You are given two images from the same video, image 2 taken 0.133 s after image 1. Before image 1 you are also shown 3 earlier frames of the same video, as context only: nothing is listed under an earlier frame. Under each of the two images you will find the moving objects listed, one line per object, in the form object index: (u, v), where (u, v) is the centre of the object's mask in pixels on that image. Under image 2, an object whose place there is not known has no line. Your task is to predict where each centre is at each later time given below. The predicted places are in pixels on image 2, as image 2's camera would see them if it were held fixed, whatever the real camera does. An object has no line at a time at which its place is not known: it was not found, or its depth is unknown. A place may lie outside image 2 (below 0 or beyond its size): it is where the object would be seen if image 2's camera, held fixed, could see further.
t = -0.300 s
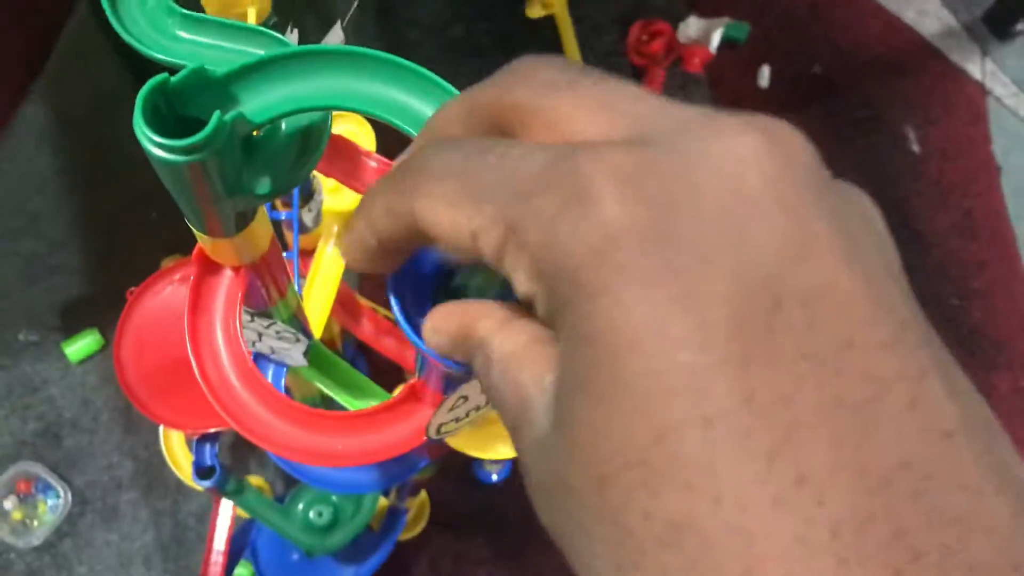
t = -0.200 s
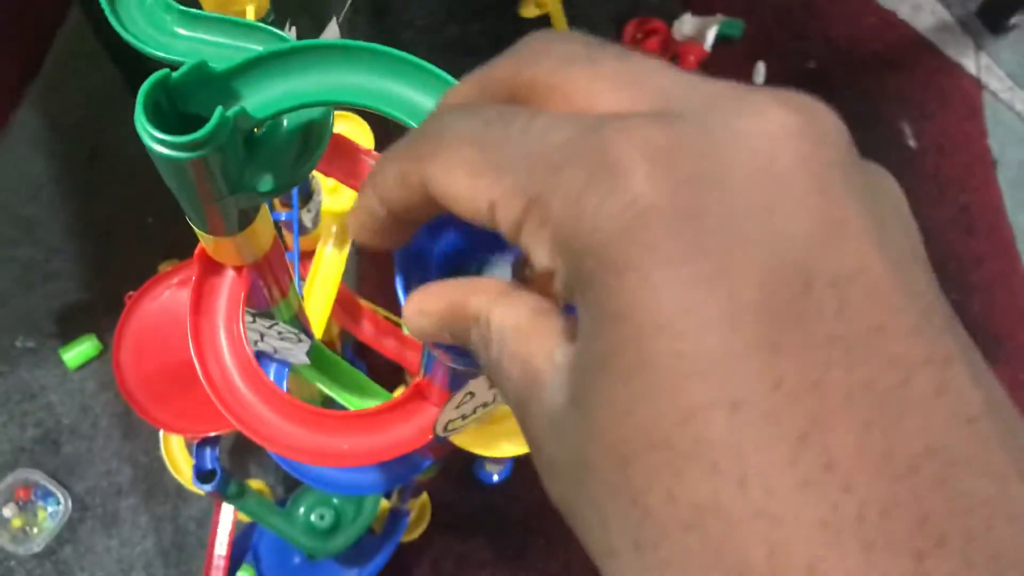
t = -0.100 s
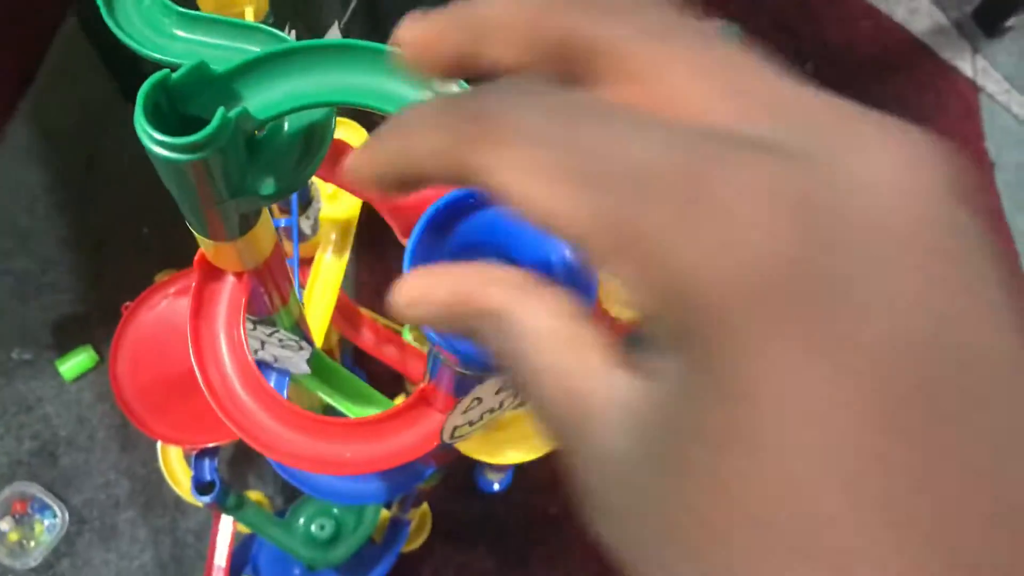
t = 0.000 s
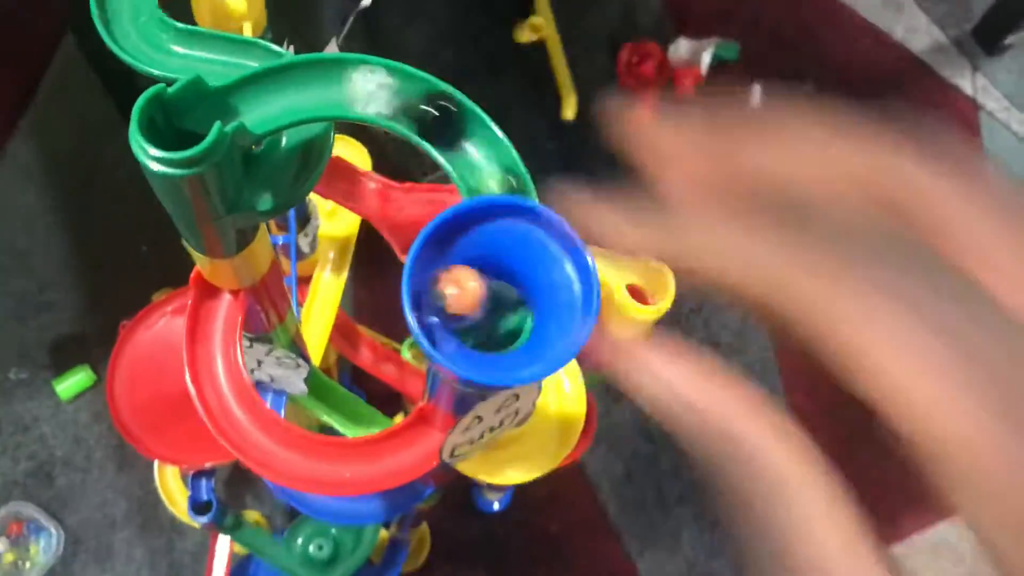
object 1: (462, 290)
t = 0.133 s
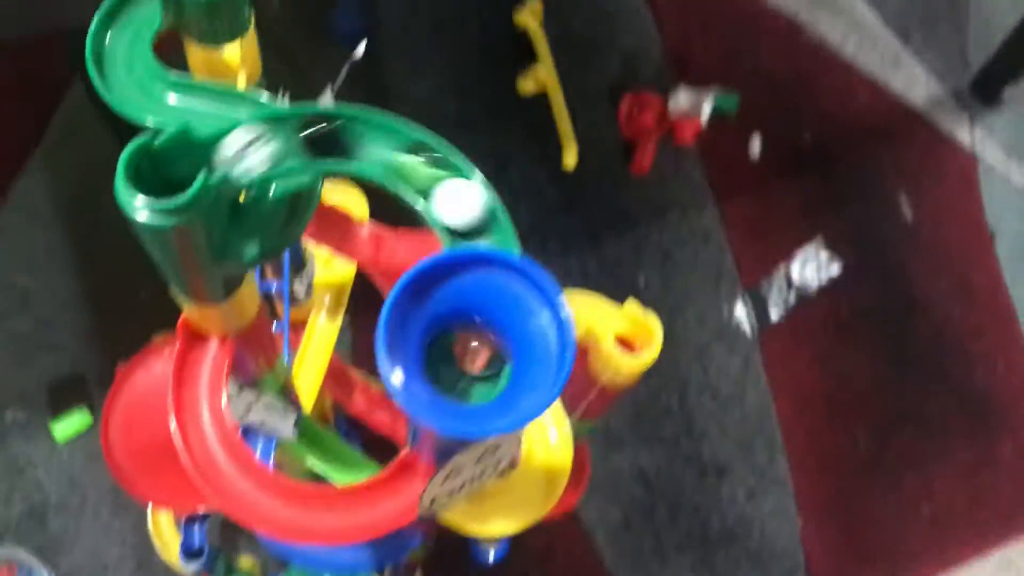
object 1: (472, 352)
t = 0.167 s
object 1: (474, 339)
